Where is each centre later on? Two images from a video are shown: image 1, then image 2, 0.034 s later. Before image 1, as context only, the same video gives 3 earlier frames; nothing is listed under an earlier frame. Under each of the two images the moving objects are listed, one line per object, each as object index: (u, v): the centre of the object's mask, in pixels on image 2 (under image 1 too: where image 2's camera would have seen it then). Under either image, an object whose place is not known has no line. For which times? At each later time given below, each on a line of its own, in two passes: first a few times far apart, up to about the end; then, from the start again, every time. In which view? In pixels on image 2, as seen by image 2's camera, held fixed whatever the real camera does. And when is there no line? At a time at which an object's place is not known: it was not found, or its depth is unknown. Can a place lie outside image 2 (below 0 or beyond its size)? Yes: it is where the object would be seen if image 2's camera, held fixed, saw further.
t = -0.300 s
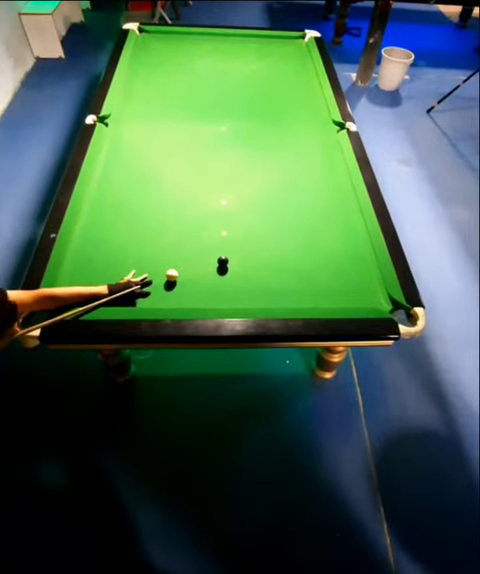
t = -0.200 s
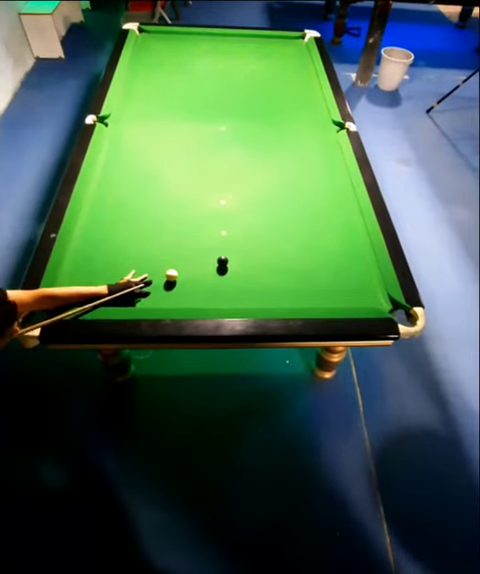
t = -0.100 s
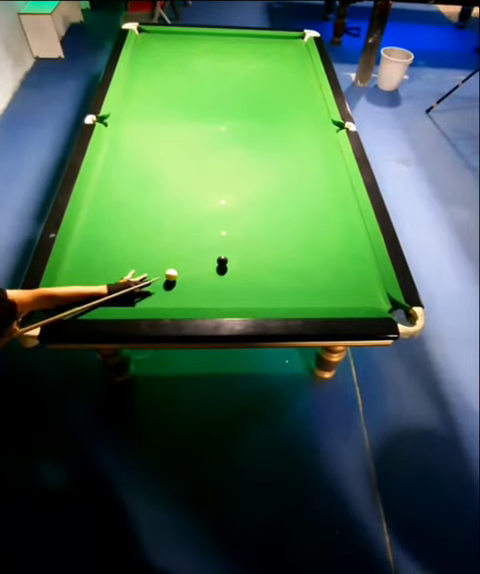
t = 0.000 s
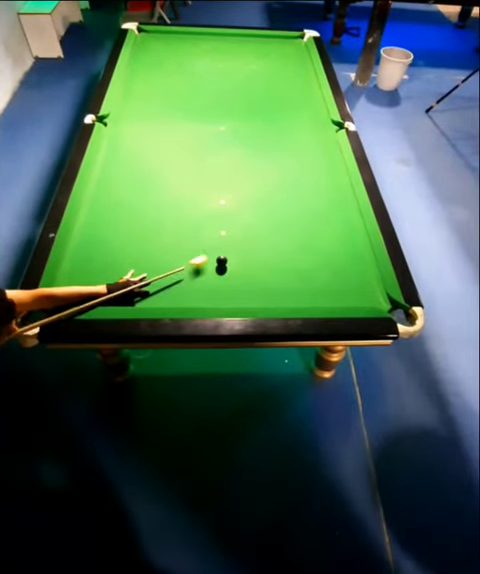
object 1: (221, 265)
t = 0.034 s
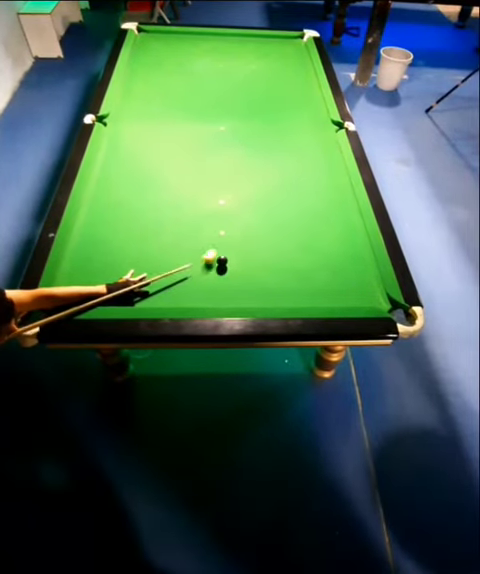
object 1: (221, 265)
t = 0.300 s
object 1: (264, 277)
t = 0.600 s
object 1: (309, 289)
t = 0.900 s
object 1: (352, 298)
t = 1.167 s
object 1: (388, 306)
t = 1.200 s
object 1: (392, 307)
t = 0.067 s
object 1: (227, 267)
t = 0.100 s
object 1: (233, 268)
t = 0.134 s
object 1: (239, 270)
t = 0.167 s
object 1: (244, 271)
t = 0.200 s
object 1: (249, 273)
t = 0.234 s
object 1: (254, 274)
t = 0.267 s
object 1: (259, 276)
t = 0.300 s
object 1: (264, 277)
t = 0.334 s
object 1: (269, 278)
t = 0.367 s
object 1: (274, 280)
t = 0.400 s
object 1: (279, 281)
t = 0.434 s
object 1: (284, 283)
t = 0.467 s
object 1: (289, 284)
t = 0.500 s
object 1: (294, 285)
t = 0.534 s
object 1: (299, 287)
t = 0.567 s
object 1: (304, 288)
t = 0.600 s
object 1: (309, 289)
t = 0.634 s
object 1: (314, 291)
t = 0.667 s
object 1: (319, 292)
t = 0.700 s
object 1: (323, 293)
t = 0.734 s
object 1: (328, 294)
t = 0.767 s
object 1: (333, 295)
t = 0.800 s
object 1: (337, 296)
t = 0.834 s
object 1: (342, 297)
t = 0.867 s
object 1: (347, 297)
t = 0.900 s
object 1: (352, 298)
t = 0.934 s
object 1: (356, 298)
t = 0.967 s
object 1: (361, 299)
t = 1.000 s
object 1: (365, 299)
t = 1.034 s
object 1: (370, 300)
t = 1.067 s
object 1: (375, 301)
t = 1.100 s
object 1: (380, 303)
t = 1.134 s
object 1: (385, 304)
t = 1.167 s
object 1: (388, 306)
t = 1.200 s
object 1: (392, 307)
